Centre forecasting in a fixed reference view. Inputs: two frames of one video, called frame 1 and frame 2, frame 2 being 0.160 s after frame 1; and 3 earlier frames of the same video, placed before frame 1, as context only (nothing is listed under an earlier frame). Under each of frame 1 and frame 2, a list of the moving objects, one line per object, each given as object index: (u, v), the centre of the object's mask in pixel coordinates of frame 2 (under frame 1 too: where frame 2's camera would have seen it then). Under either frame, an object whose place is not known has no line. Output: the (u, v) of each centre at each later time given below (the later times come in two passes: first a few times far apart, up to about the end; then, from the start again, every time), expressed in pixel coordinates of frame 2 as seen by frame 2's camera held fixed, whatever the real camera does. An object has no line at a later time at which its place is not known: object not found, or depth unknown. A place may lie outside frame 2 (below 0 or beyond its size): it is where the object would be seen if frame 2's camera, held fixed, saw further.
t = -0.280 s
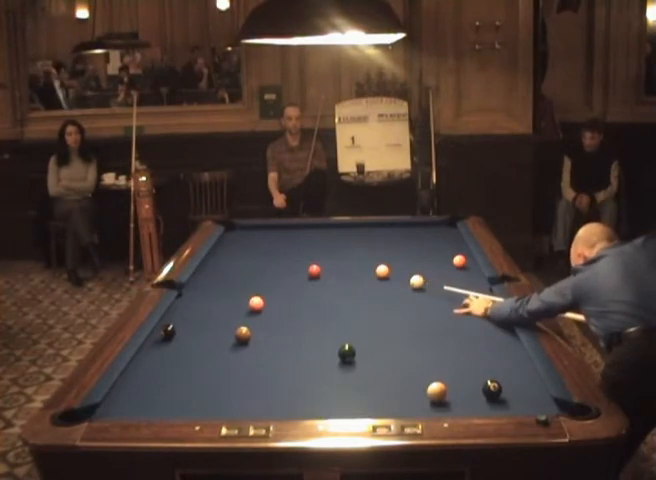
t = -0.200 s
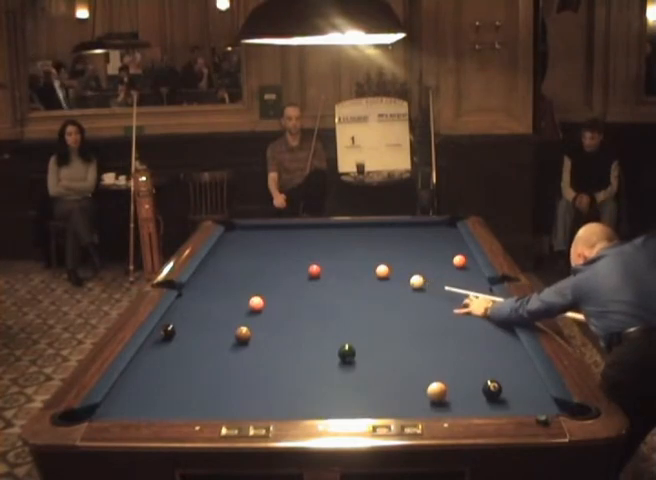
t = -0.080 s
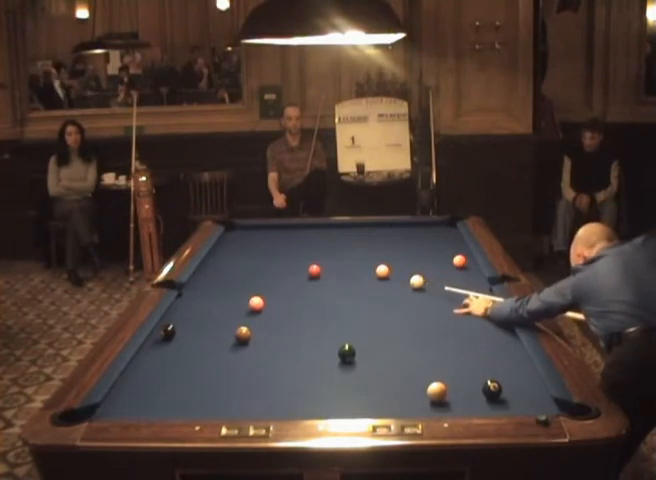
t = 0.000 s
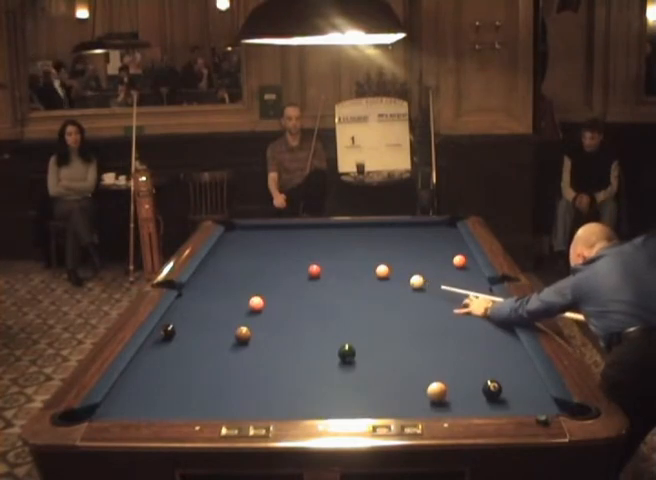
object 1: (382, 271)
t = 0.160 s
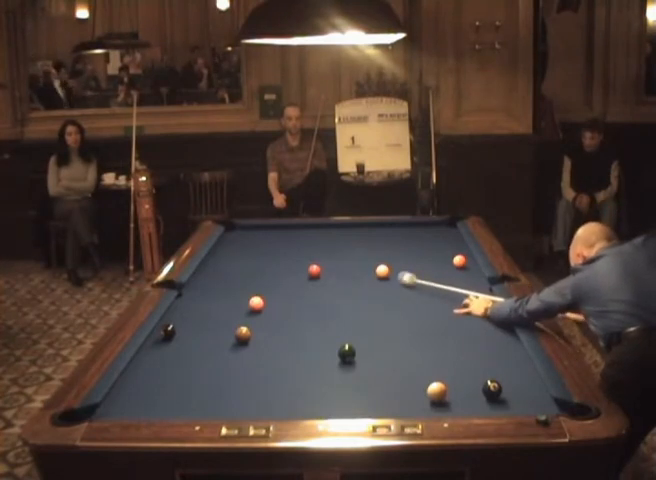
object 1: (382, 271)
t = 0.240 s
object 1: (378, 269)
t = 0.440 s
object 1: (344, 259)
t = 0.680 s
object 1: (315, 250)
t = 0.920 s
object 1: (290, 243)
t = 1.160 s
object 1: (267, 236)
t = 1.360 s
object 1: (249, 231)
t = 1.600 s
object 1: (230, 225)
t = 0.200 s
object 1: (382, 271)
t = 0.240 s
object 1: (378, 269)
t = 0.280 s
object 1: (371, 267)
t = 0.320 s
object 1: (363, 265)
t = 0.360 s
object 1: (357, 263)
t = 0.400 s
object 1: (350, 261)
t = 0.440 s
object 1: (344, 259)
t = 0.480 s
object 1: (339, 258)
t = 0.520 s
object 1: (335, 256)
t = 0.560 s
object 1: (330, 255)
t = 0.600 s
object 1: (325, 253)
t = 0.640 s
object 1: (320, 252)
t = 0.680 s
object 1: (315, 250)
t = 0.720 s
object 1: (311, 249)
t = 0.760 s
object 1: (307, 248)
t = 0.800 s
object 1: (302, 247)
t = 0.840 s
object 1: (298, 246)
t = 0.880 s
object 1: (294, 244)
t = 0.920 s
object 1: (290, 243)
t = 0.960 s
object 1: (286, 241)
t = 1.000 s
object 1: (282, 240)
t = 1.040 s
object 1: (278, 239)
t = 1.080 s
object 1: (274, 238)
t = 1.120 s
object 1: (270, 237)
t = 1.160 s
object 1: (267, 236)
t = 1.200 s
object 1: (264, 235)
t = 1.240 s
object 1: (260, 233)
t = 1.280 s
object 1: (256, 233)
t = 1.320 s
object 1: (253, 231)
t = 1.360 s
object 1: (249, 231)
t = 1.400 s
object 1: (246, 229)
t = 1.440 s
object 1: (243, 228)
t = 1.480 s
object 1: (239, 227)
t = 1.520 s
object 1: (236, 226)
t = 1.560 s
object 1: (233, 225)
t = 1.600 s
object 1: (230, 225)
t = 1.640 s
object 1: (228, 227)
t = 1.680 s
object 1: (226, 230)
